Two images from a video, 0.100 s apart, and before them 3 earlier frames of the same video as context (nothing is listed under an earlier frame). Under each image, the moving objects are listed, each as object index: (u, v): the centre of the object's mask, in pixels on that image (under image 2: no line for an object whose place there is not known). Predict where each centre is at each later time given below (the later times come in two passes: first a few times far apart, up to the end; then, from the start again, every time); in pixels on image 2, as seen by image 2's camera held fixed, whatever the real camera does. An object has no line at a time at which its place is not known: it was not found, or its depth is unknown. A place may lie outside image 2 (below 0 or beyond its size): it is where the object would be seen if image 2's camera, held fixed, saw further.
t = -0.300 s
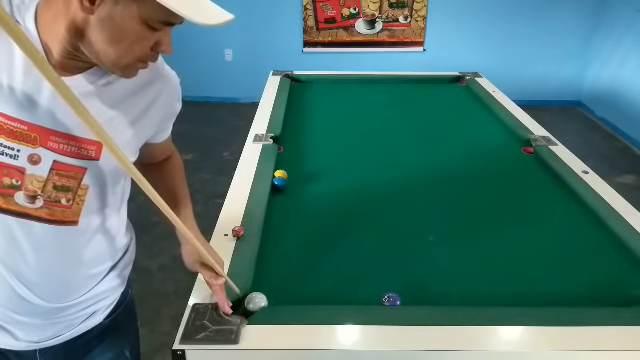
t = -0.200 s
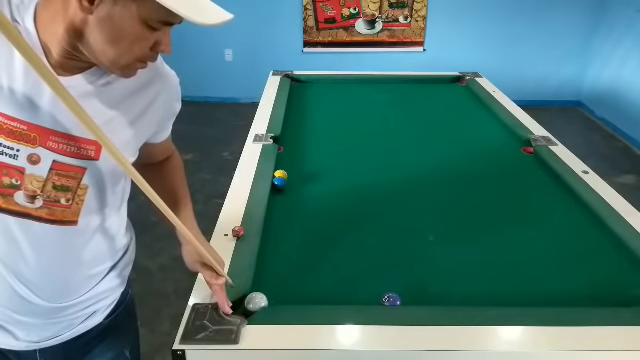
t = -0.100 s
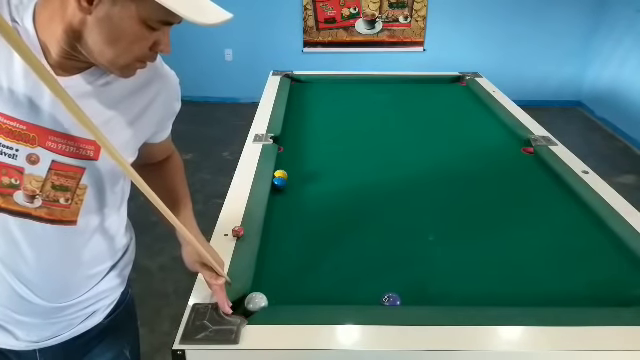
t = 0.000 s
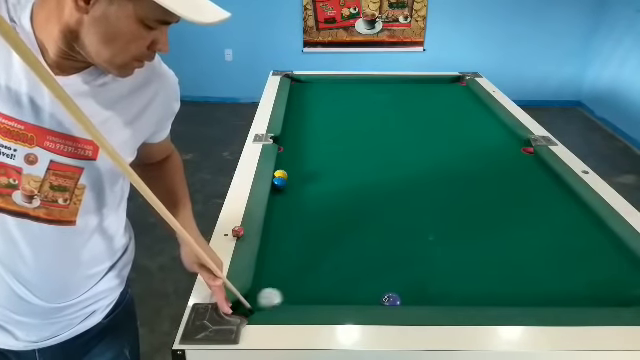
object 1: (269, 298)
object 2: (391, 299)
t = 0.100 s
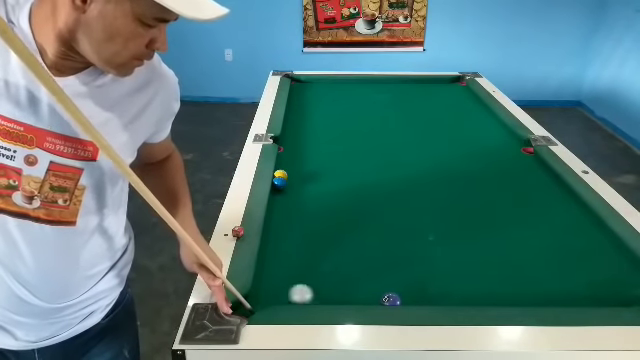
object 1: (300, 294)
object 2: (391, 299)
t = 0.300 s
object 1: (337, 296)
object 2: (391, 299)
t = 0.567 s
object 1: (369, 296)
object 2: (394, 299)
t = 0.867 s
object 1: (377, 294)
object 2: (413, 299)
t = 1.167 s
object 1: (381, 293)
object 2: (427, 298)
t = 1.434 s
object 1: (381, 293)
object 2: (436, 298)
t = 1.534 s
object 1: (381, 293)
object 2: (437, 299)
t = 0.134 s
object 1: (308, 294)
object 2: (391, 299)
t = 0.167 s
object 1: (315, 294)
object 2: (391, 299)
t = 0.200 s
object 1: (321, 294)
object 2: (391, 299)
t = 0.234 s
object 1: (327, 295)
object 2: (390, 299)
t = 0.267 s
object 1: (332, 296)
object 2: (391, 299)
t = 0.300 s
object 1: (337, 296)
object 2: (391, 299)
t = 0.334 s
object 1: (343, 297)
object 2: (391, 299)
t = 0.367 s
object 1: (348, 298)
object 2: (391, 299)
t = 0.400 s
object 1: (352, 297)
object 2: (391, 299)
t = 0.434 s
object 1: (356, 297)
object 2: (391, 299)
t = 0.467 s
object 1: (360, 297)
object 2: (391, 299)
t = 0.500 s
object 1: (364, 296)
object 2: (391, 299)
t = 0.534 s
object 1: (368, 296)
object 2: (392, 299)
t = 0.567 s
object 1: (369, 296)
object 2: (394, 299)
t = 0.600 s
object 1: (370, 296)
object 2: (397, 299)
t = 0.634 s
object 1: (371, 295)
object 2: (399, 299)
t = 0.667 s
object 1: (372, 295)
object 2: (401, 299)
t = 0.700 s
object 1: (373, 295)
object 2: (403, 299)
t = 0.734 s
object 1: (374, 295)
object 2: (405, 299)
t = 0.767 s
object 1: (375, 294)
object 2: (407, 299)
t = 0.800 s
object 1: (376, 294)
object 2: (409, 299)
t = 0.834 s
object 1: (377, 294)
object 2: (411, 299)
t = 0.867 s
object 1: (377, 294)
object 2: (413, 299)
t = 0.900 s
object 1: (378, 294)
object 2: (415, 299)
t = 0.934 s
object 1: (379, 293)
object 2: (417, 298)
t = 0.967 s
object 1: (379, 293)
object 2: (419, 299)
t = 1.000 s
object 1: (380, 293)
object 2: (420, 298)
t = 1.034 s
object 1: (380, 293)
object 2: (421, 298)
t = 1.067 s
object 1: (380, 293)
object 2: (423, 298)
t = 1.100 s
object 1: (381, 293)
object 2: (425, 298)
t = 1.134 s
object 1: (381, 293)
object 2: (426, 298)
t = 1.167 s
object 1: (381, 293)
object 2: (427, 298)
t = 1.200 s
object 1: (381, 293)
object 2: (429, 298)
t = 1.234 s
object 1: (381, 293)
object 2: (430, 298)
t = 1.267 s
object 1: (381, 293)
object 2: (431, 298)
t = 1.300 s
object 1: (381, 293)
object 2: (432, 298)
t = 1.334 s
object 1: (381, 293)
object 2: (433, 298)
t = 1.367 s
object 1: (381, 293)
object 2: (434, 298)
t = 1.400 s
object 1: (381, 293)
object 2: (435, 298)
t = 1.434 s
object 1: (381, 293)
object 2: (436, 298)
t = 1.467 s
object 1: (381, 293)
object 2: (437, 298)
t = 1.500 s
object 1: (381, 293)
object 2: (437, 298)
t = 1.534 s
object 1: (381, 293)
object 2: (437, 299)
